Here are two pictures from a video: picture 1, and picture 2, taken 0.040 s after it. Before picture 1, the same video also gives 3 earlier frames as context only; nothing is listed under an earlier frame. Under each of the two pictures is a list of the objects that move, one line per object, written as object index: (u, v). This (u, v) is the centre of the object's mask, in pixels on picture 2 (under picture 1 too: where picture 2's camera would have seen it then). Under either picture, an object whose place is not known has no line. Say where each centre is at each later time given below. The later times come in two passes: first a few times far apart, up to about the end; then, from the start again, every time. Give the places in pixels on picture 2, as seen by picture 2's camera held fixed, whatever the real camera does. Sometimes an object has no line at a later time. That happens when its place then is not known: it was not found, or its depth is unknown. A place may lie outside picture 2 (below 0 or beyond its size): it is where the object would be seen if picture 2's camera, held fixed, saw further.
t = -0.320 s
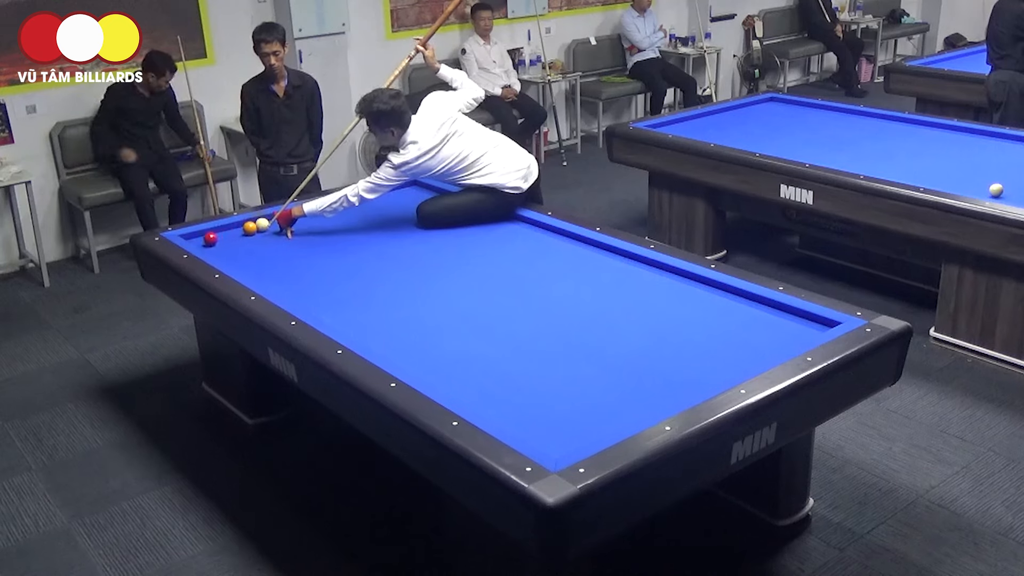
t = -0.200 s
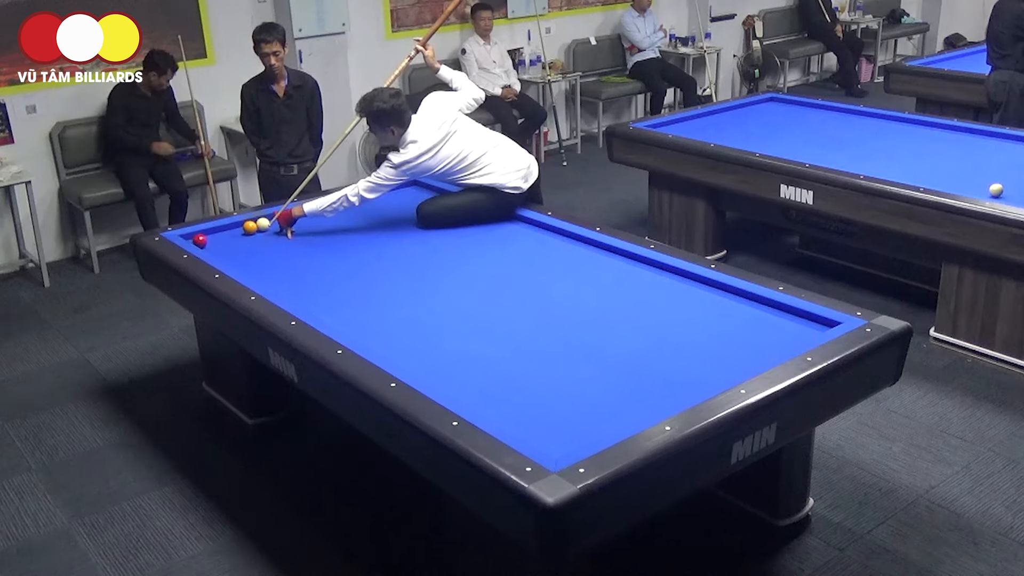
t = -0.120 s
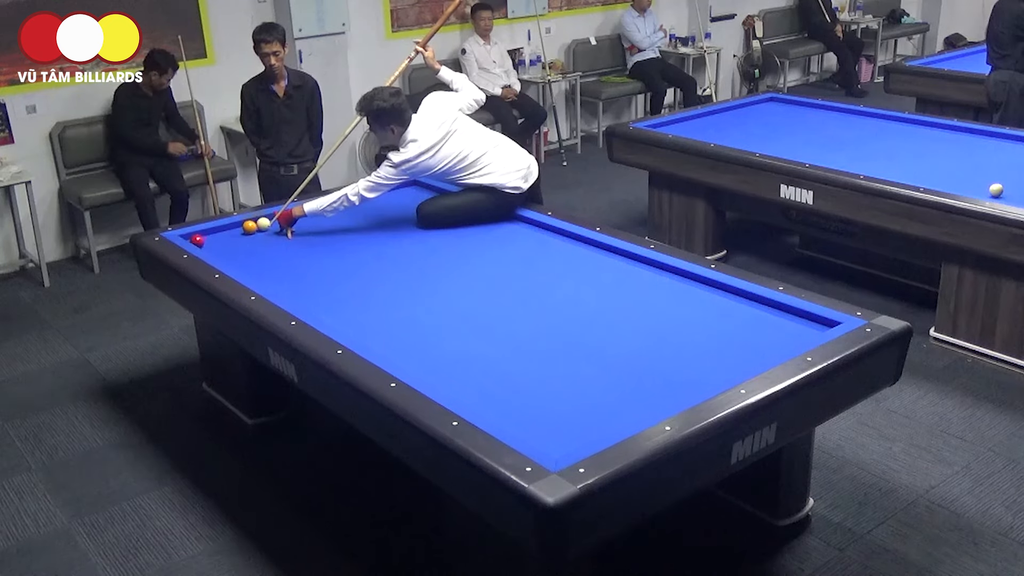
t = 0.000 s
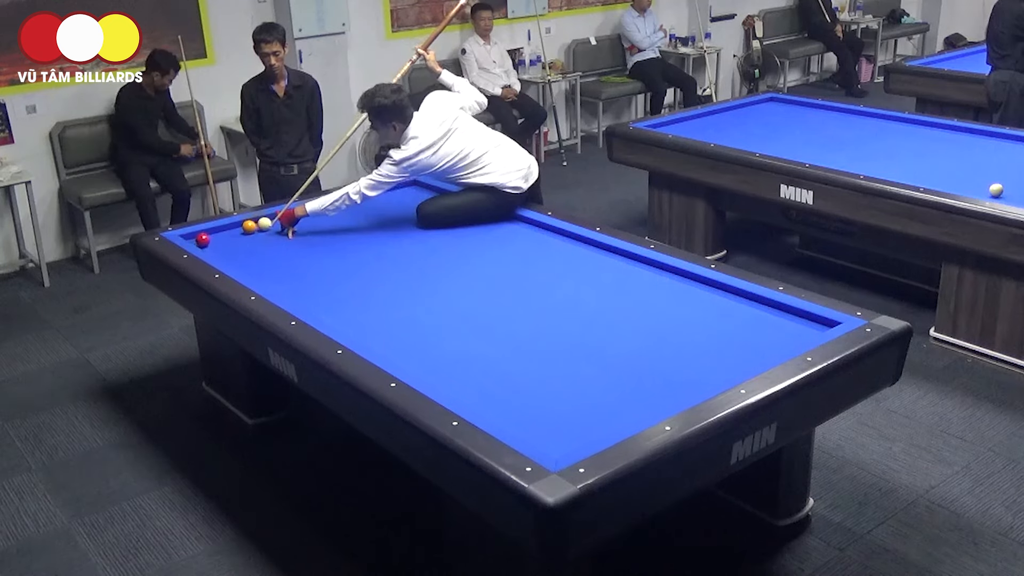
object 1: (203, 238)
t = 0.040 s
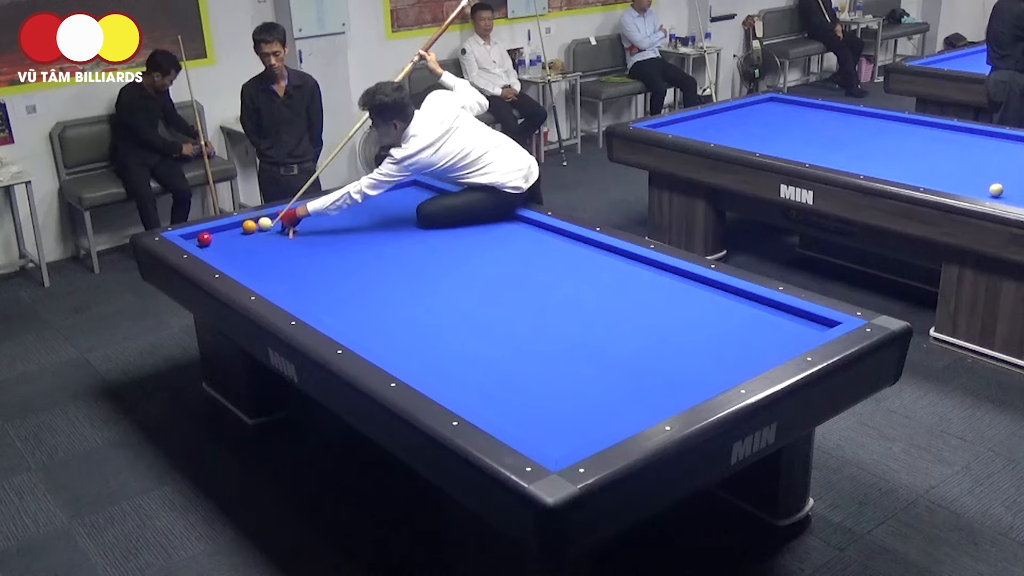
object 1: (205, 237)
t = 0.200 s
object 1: (212, 235)
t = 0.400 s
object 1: (220, 234)
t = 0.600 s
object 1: (228, 231)
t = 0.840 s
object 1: (236, 229)
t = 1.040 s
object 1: (241, 228)
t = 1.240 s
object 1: (246, 228)
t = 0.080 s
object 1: (207, 237)
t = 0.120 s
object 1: (208, 236)
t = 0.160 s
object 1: (210, 236)
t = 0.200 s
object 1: (212, 235)
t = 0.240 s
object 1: (215, 235)
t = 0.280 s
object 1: (216, 235)
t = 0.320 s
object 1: (217, 234)
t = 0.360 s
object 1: (219, 234)
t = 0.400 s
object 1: (220, 234)
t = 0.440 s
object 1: (222, 233)
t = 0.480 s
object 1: (223, 233)
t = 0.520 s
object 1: (225, 232)
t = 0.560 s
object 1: (226, 232)
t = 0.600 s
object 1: (228, 231)
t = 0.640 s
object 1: (229, 231)
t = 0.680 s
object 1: (231, 231)
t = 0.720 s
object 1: (232, 230)
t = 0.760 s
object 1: (234, 229)
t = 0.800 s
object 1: (235, 229)
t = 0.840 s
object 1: (236, 229)
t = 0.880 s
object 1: (237, 229)
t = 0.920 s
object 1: (239, 229)
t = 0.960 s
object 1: (240, 229)
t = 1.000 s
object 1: (241, 228)
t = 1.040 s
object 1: (241, 228)
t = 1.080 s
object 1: (242, 228)
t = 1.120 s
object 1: (243, 227)
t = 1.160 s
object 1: (244, 228)
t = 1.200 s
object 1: (245, 228)
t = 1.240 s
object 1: (246, 228)
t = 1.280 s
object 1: (246, 227)
